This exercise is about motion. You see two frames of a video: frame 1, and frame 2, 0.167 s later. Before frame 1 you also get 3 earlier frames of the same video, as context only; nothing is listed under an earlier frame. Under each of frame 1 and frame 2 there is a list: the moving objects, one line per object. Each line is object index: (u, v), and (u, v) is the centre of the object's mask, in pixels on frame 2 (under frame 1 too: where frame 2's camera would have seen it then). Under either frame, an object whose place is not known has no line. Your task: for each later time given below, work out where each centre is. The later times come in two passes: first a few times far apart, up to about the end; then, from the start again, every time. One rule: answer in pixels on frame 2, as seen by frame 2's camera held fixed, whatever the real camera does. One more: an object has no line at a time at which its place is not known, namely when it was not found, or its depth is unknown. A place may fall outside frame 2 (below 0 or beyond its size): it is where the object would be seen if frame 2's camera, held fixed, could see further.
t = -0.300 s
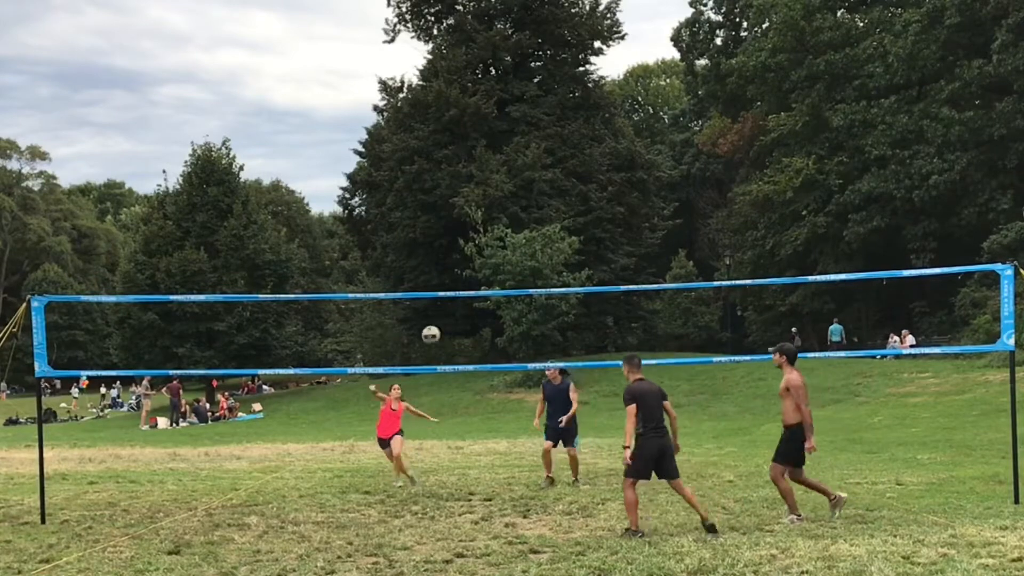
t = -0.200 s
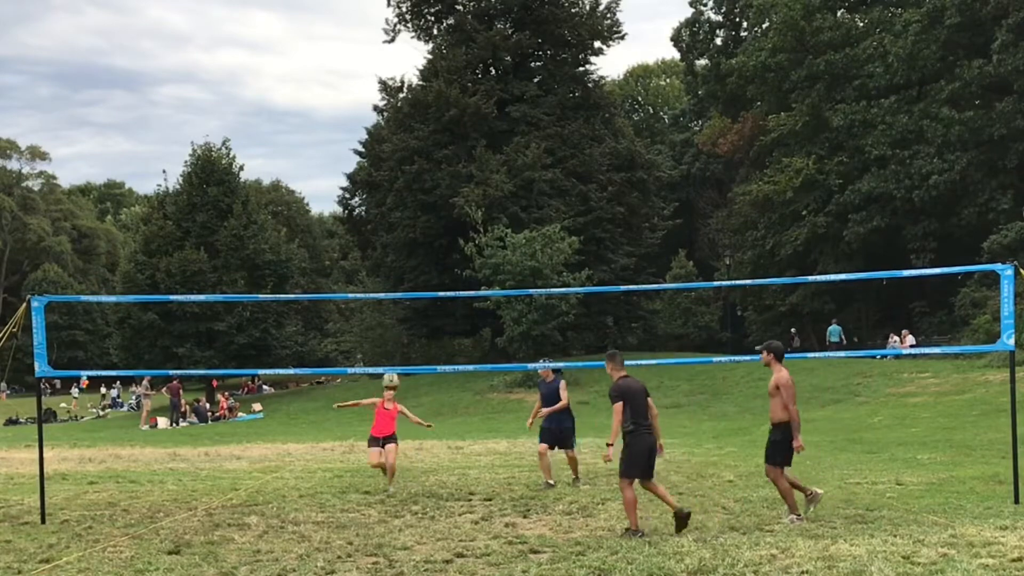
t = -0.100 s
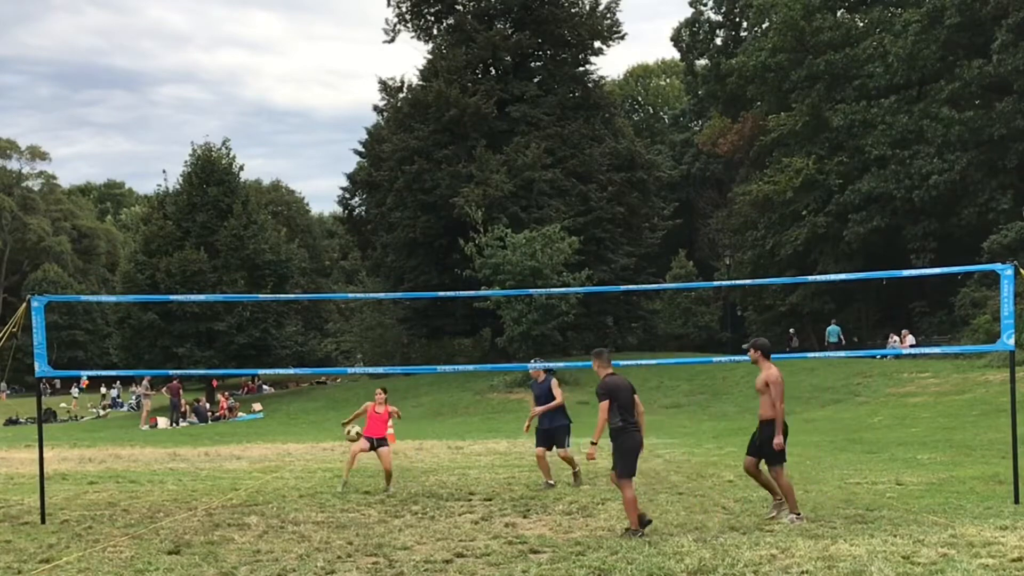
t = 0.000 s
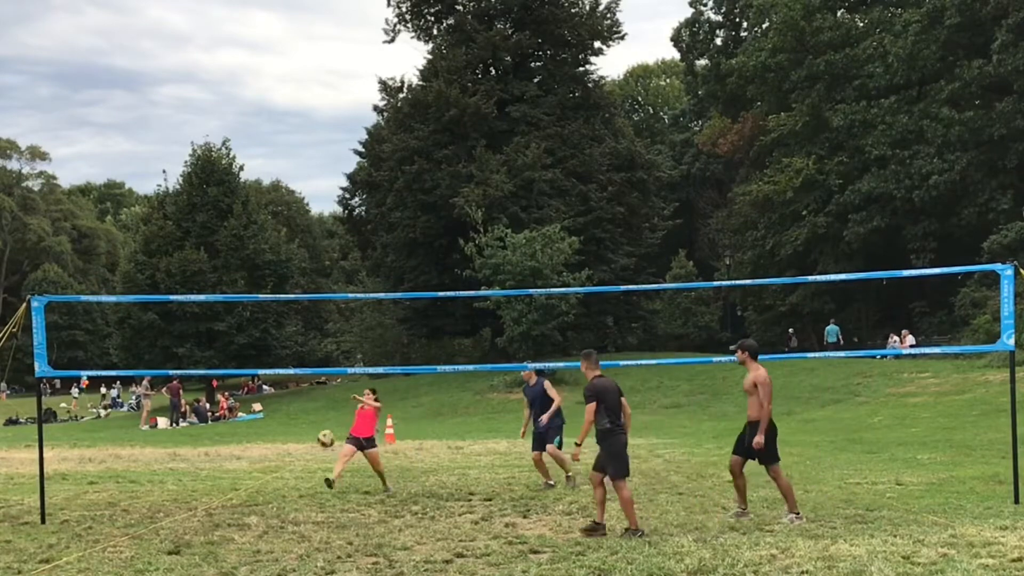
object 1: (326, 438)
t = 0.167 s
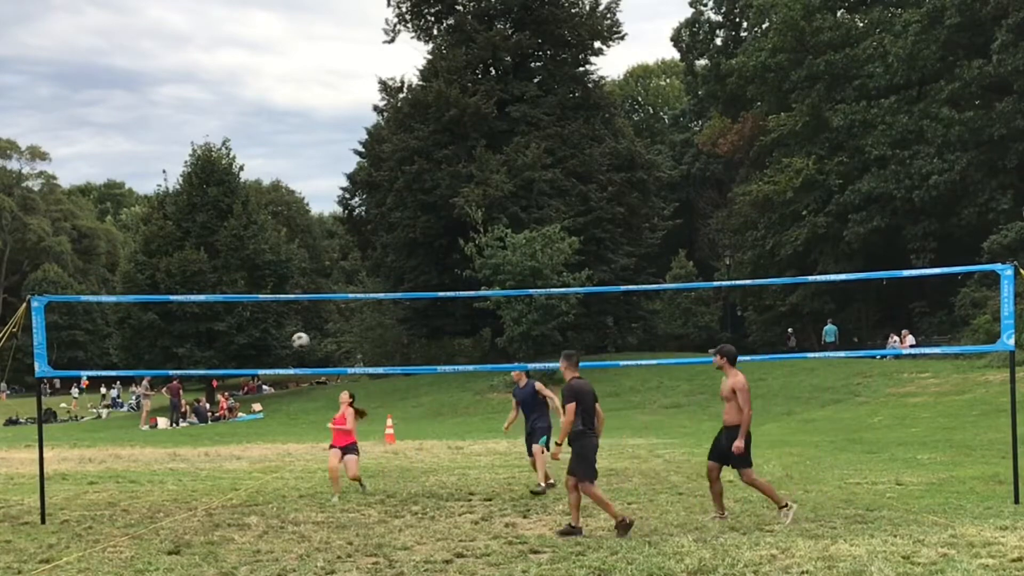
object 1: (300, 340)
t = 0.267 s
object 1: (285, 291)
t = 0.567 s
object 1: (240, 207)
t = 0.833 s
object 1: (202, 192)
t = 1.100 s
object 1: (168, 230)
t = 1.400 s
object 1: (131, 332)
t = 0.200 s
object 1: (295, 324)
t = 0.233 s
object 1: (290, 308)
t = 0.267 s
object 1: (285, 291)
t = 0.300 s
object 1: (280, 281)
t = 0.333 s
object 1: (275, 268)
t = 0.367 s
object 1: (270, 257)
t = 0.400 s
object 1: (265, 246)
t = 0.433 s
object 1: (260, 236)
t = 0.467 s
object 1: (255, 227)
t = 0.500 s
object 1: (250, 221)
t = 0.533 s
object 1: (246, 214)
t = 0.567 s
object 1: (240, 207)
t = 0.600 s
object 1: (235, 202)
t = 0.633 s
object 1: (230, 198)
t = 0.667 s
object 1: (226, 196)
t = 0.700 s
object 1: (221, 193)
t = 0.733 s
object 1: (216, 191)
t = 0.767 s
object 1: (211, 190)
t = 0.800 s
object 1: (207, 190)
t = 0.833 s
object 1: (202, 192)
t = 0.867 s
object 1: (198, 193)
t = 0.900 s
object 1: (193, 195)
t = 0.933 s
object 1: (189, 199)
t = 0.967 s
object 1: (184, 204)
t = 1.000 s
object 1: (180, 208)
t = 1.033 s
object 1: (176, 214)
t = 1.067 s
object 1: (171, 222)
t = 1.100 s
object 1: (168, 230)
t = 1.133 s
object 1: (163, 238)
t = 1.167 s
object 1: (159, 247)
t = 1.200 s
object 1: (155, 257)
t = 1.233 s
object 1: (151, 267)
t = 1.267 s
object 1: (147, 279)
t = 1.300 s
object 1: (144, 290)
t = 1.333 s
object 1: (140, 306)
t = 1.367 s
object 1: (135, 318)
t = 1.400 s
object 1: (131, 332)
